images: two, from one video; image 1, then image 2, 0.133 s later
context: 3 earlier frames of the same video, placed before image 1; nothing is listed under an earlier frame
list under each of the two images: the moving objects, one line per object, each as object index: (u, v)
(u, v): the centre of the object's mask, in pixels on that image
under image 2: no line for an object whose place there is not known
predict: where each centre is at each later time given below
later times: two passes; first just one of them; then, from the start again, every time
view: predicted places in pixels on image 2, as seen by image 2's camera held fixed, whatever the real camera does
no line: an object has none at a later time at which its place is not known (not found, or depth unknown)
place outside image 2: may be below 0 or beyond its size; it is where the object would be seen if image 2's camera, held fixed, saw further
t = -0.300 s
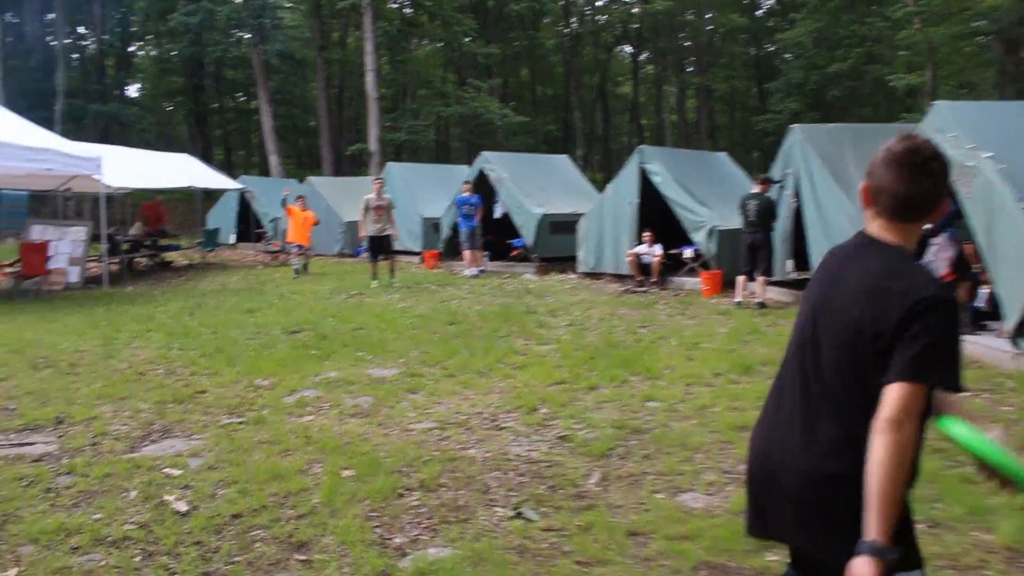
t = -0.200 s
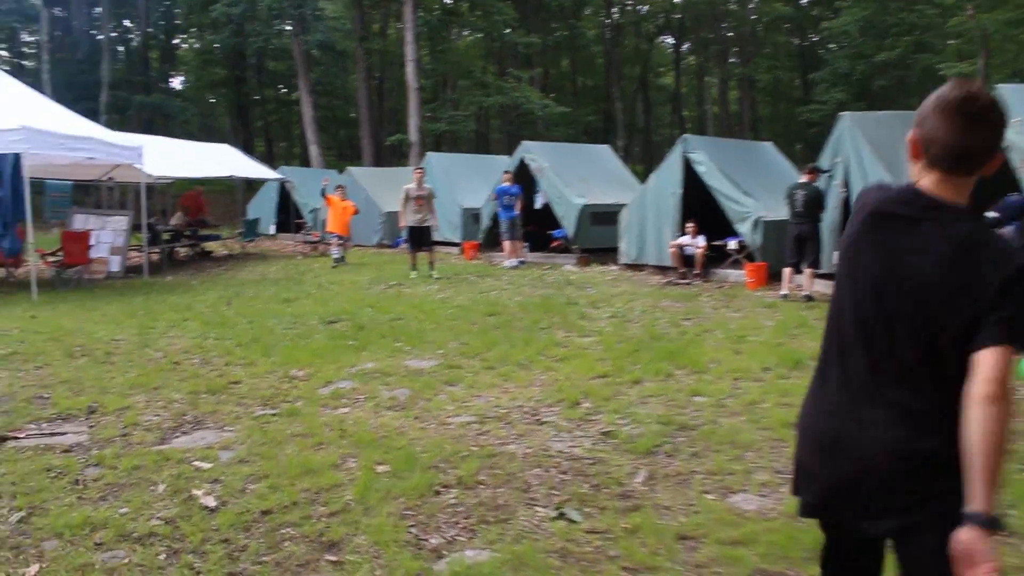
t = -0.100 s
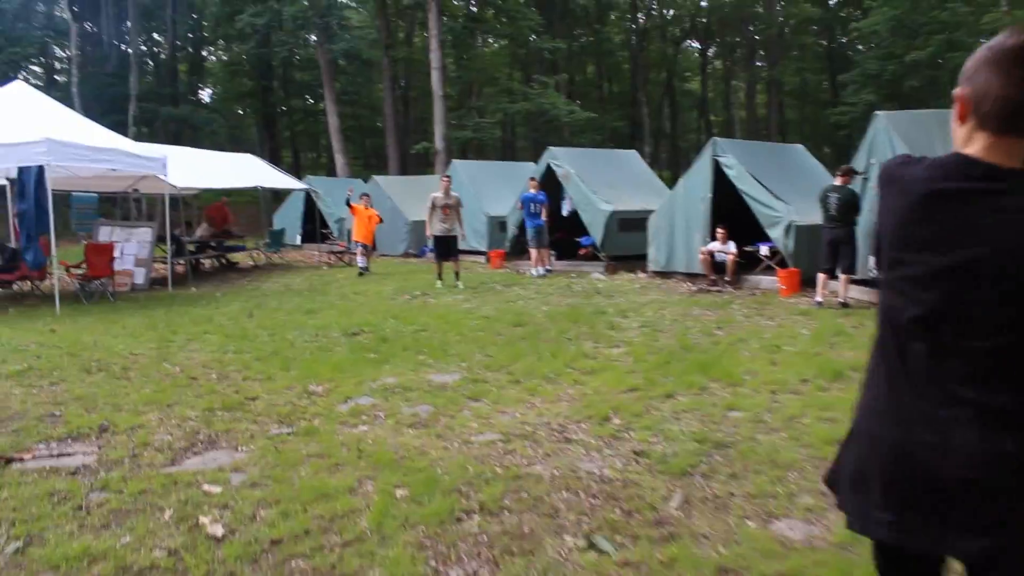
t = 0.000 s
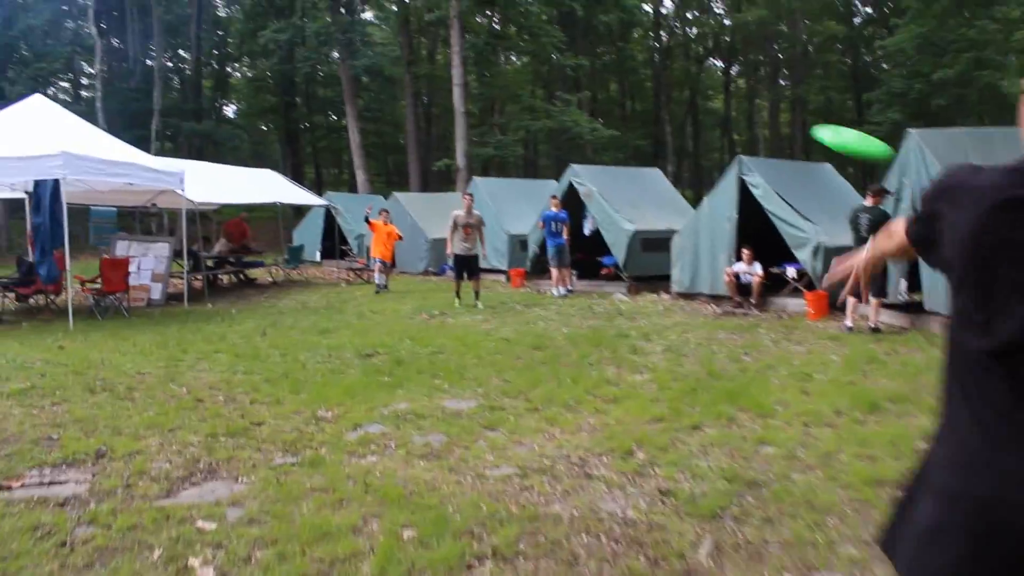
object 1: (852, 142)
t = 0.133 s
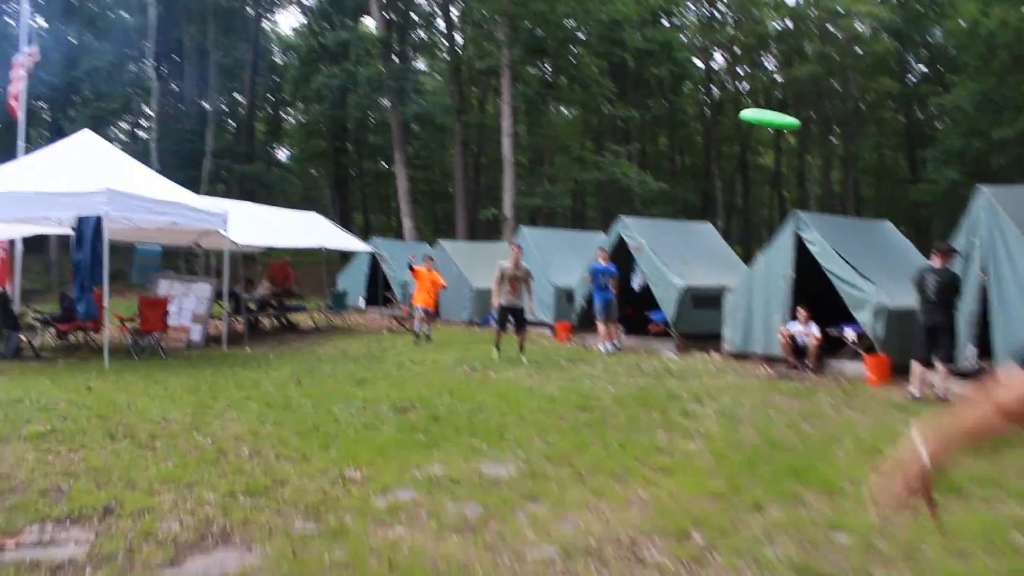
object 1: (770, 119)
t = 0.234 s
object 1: (702, 92)
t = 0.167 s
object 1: (745, 107)
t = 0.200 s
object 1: (723, 99)
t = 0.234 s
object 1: (702, 92)
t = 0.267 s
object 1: (683, 88)
